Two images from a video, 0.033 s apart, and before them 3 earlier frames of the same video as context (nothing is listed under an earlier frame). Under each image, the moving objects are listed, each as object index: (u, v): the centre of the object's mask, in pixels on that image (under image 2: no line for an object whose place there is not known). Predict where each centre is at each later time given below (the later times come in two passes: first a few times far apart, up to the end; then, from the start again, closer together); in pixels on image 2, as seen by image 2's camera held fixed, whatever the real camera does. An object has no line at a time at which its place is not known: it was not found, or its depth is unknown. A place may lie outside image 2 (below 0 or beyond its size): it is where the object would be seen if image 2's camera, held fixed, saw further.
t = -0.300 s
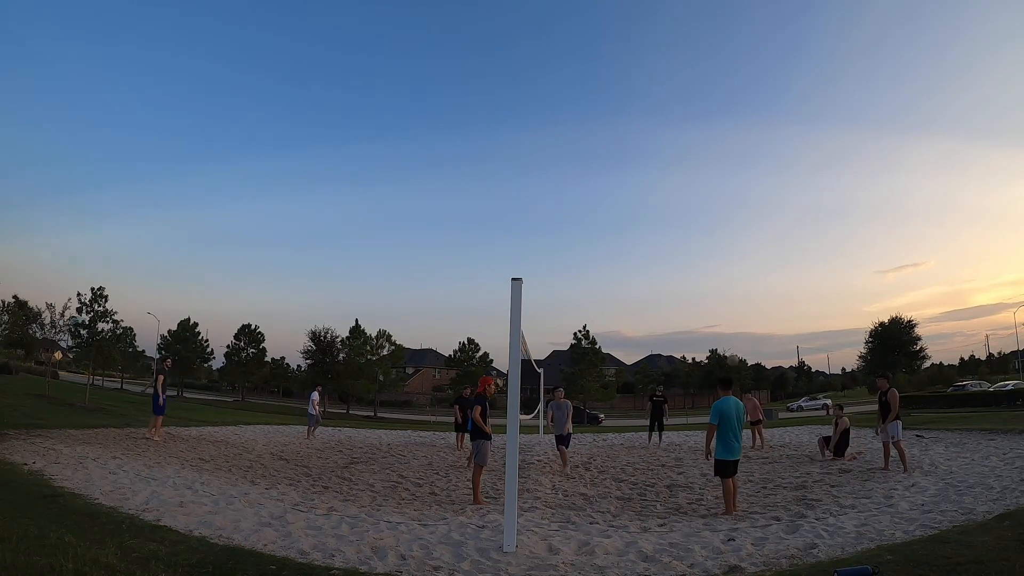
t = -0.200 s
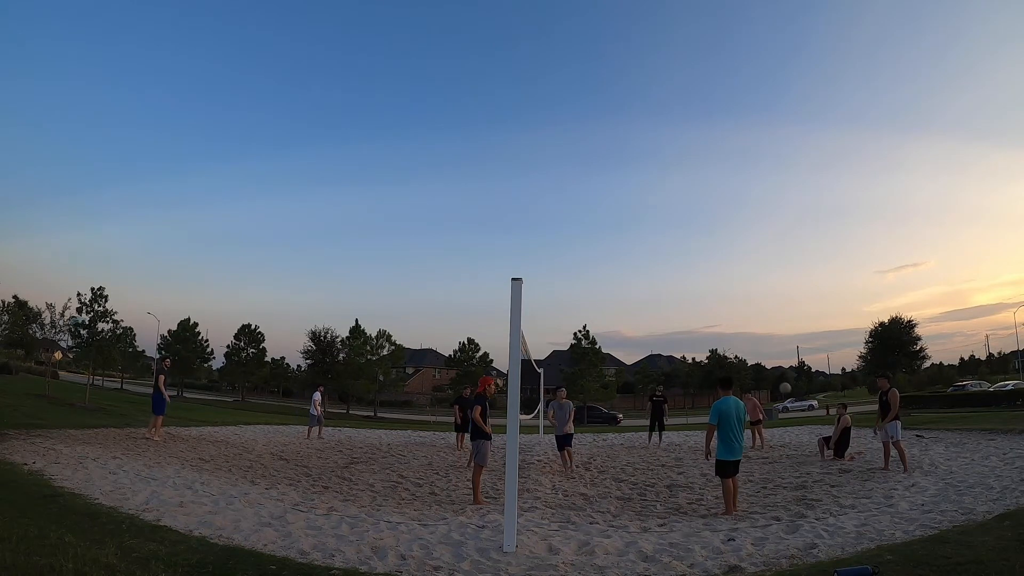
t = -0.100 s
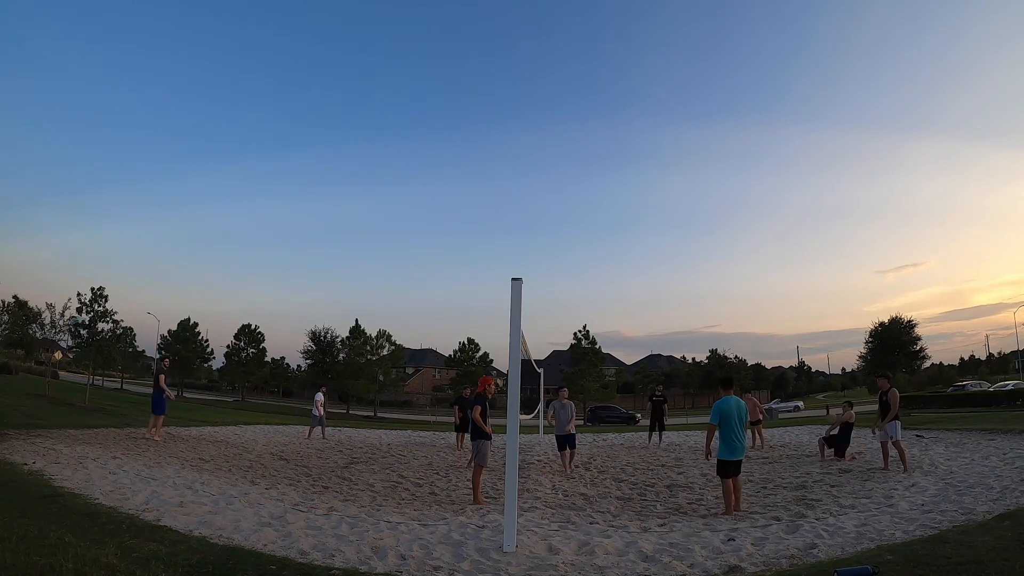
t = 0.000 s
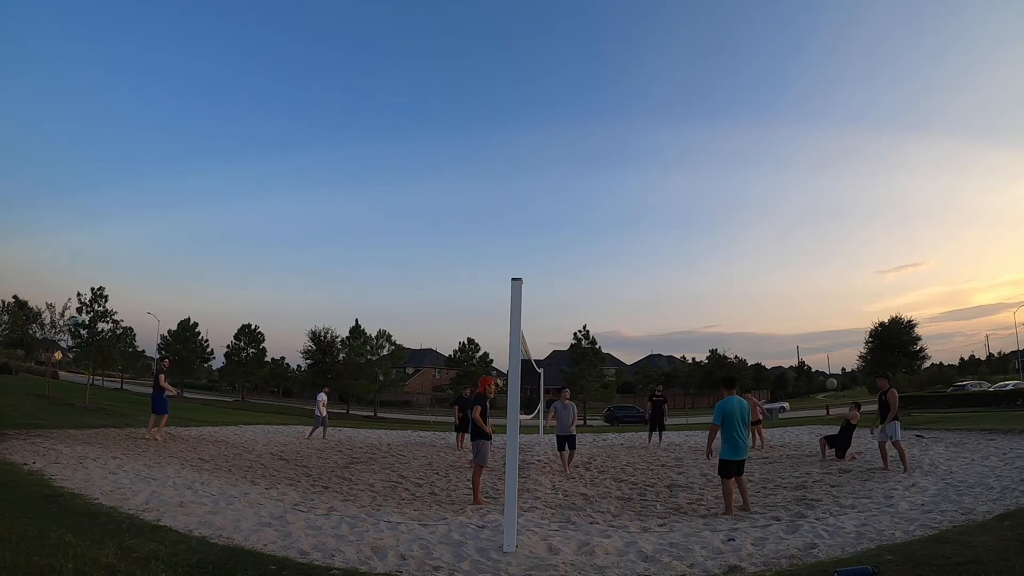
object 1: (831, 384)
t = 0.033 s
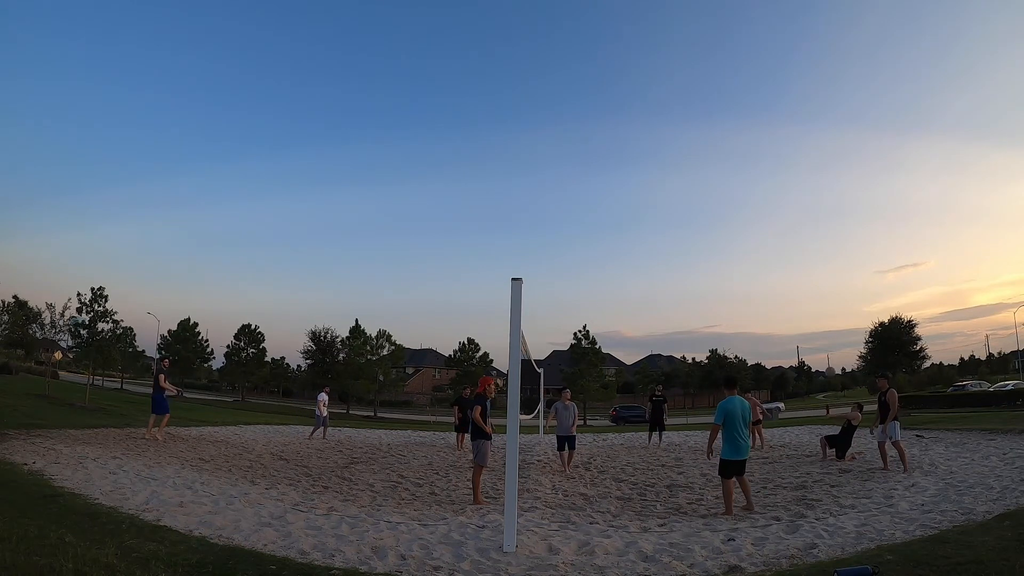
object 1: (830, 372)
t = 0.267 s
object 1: (822, 304)
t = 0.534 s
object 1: (814, 262)
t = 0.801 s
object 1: (810, 253)
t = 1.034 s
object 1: (810, 271)
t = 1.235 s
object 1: (812, 307)
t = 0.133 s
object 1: (826, 339)
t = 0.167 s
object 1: (825, 330)
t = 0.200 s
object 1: (824, 321)
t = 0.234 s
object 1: (823, 312)
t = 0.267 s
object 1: (822, 304)
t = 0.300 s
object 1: (821, 297)
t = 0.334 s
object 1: (820, 291)
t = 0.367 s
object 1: (819, 284)
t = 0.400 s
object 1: (817, 279)
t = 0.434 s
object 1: (816, 274)
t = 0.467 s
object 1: (816, 269)
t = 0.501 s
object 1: (815, 265)
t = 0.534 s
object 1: (814, 262)
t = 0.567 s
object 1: (813, 259)
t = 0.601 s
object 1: (813, 256)
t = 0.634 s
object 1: (812, 255)
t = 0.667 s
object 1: (812, 253)
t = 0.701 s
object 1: (811, 252)
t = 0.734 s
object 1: (811, 252)
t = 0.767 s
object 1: (811, 252)
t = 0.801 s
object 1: (810, 253)
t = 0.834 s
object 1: (810, 254)
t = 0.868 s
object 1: (810, 255)
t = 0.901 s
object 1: (810, 257)
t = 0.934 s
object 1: (810, 260)
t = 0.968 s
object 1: (810, 263)
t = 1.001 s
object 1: (810, 267)
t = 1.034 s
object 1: (810, 271)
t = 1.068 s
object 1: (811, 276)
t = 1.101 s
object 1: (811, 281)
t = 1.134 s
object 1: (811, 287)
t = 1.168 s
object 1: (811, 293)
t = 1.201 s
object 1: (812, 300)
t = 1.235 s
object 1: (812, 307)
